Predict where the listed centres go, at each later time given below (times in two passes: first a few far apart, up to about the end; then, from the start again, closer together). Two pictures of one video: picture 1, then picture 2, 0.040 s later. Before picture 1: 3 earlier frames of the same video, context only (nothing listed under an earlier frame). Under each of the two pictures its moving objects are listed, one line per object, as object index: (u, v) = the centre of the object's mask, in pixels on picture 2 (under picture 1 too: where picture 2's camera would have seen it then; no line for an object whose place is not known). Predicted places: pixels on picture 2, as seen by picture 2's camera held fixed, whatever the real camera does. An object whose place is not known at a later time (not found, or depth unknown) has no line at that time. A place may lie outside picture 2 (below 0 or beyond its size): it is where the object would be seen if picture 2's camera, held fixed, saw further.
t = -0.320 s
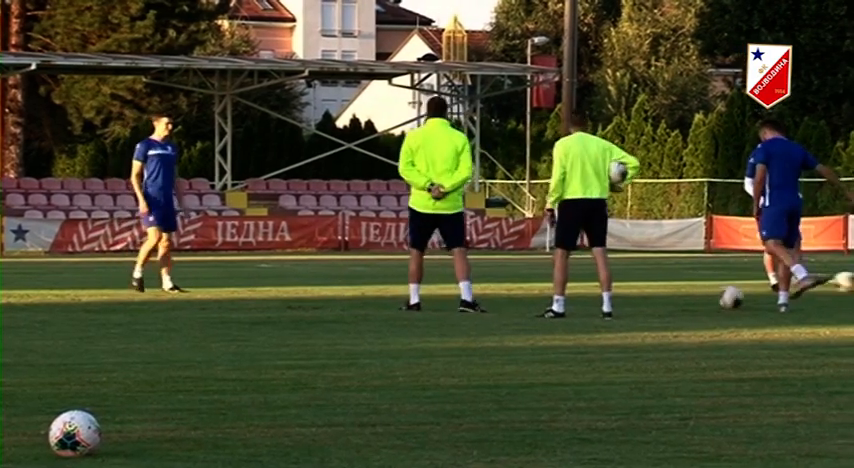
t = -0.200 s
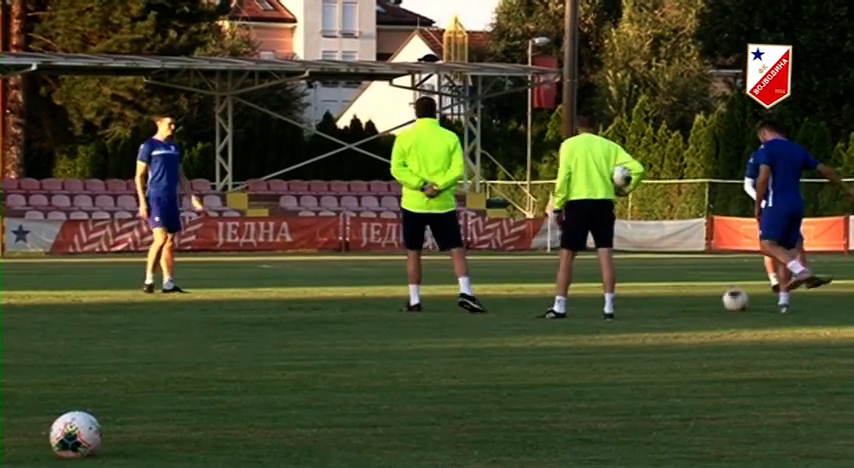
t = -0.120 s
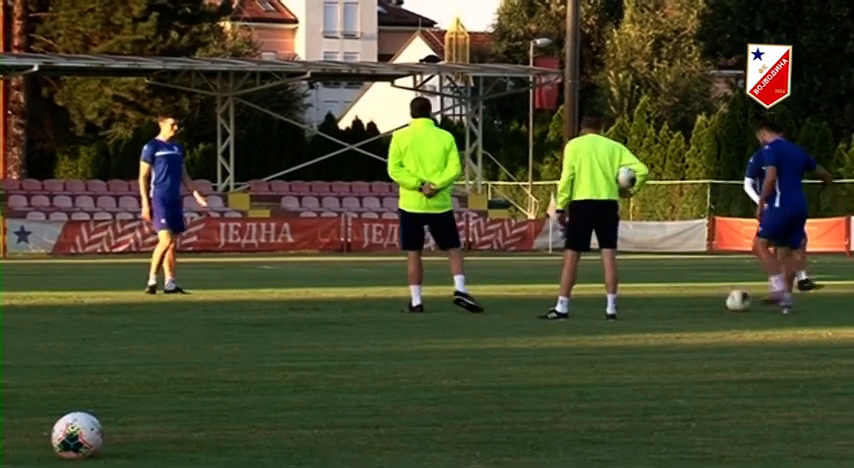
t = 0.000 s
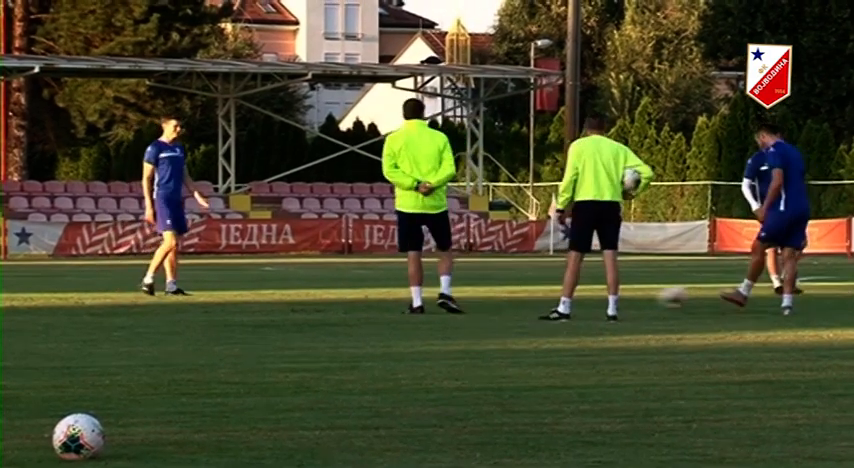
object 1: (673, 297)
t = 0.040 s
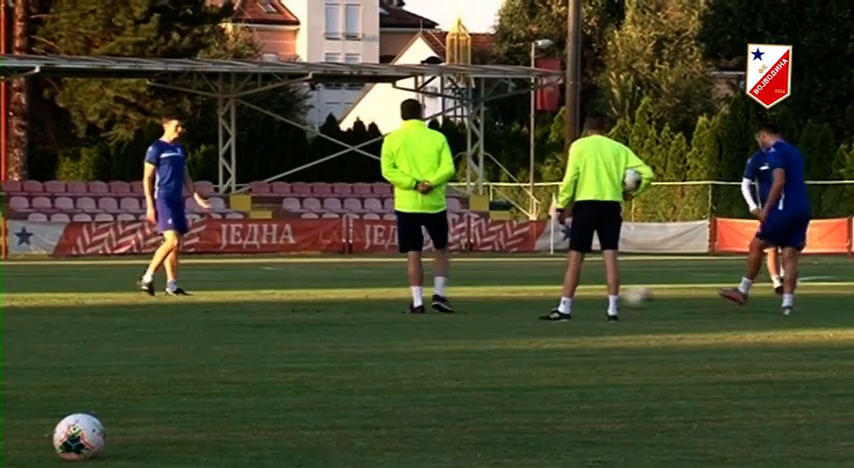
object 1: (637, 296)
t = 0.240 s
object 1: (484, 294)
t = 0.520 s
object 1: (332, 290)
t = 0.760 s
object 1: (229, 287)
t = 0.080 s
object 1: (599, 298)
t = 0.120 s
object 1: (578, 299)
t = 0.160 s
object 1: (538, 297)
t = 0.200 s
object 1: (512, 294)
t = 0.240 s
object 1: (484, 294)
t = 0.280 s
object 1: (458, 294)
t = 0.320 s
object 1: (434, 292)
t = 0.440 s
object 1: (372, 289)
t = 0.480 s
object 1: (351, 291)
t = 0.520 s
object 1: (332, 290)
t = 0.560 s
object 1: (315, 288)
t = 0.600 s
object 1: (297, 287)
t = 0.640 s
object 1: (280, 288)
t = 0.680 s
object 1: (263, 290)
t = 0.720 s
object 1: (246, 289)
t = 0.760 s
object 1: (229, 287)
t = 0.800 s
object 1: (213, 287)
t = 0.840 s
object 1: (196, 288)
